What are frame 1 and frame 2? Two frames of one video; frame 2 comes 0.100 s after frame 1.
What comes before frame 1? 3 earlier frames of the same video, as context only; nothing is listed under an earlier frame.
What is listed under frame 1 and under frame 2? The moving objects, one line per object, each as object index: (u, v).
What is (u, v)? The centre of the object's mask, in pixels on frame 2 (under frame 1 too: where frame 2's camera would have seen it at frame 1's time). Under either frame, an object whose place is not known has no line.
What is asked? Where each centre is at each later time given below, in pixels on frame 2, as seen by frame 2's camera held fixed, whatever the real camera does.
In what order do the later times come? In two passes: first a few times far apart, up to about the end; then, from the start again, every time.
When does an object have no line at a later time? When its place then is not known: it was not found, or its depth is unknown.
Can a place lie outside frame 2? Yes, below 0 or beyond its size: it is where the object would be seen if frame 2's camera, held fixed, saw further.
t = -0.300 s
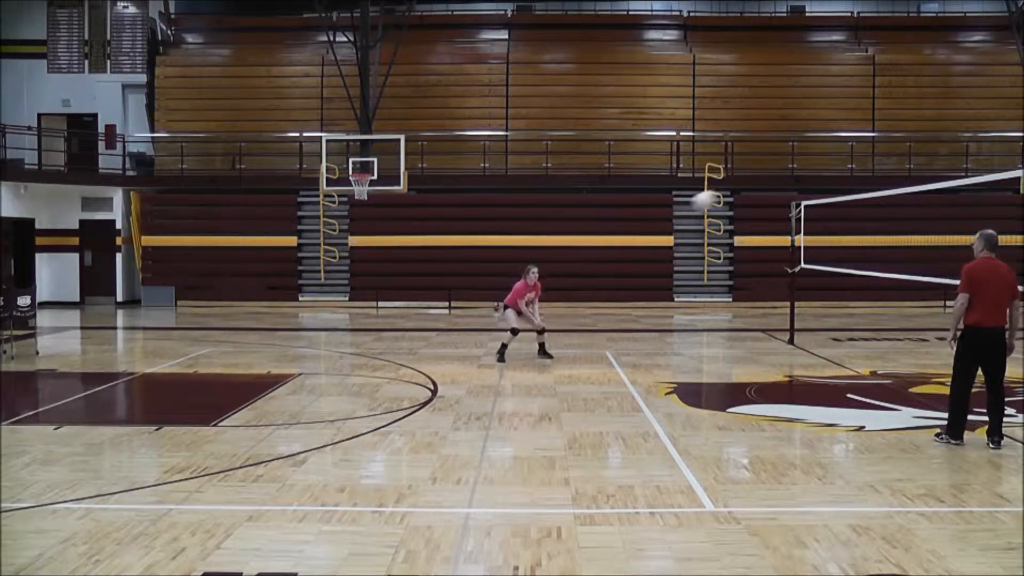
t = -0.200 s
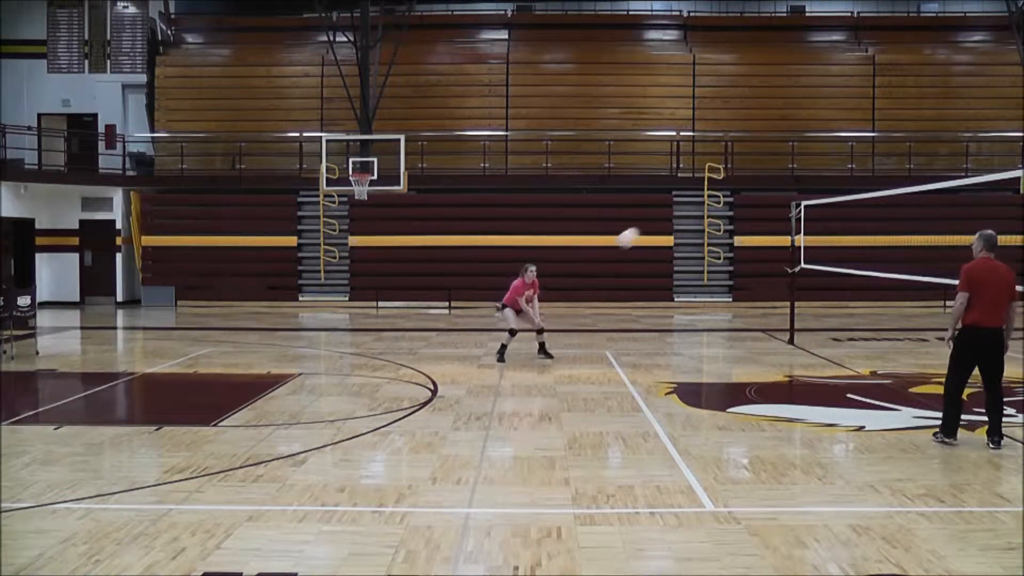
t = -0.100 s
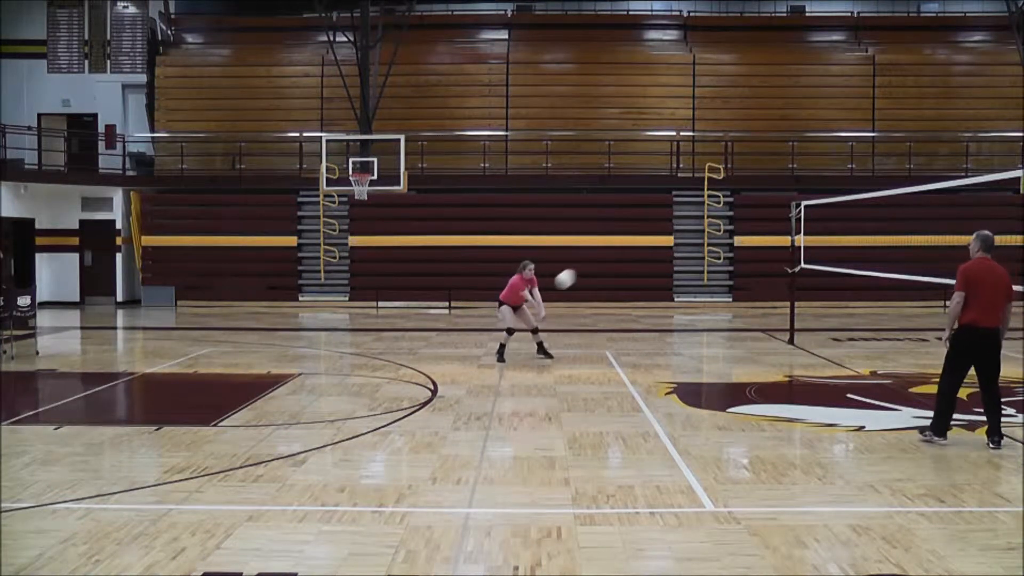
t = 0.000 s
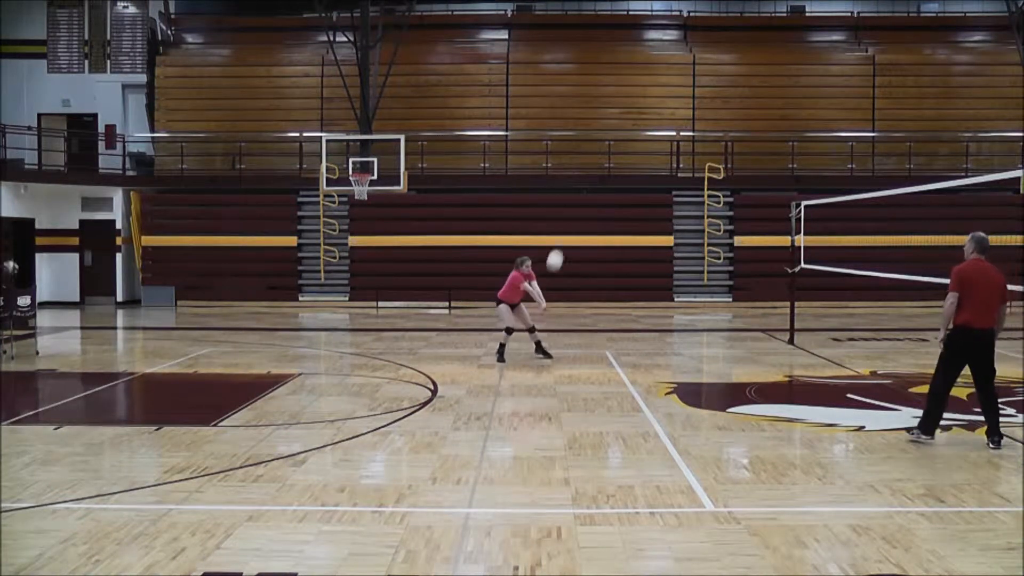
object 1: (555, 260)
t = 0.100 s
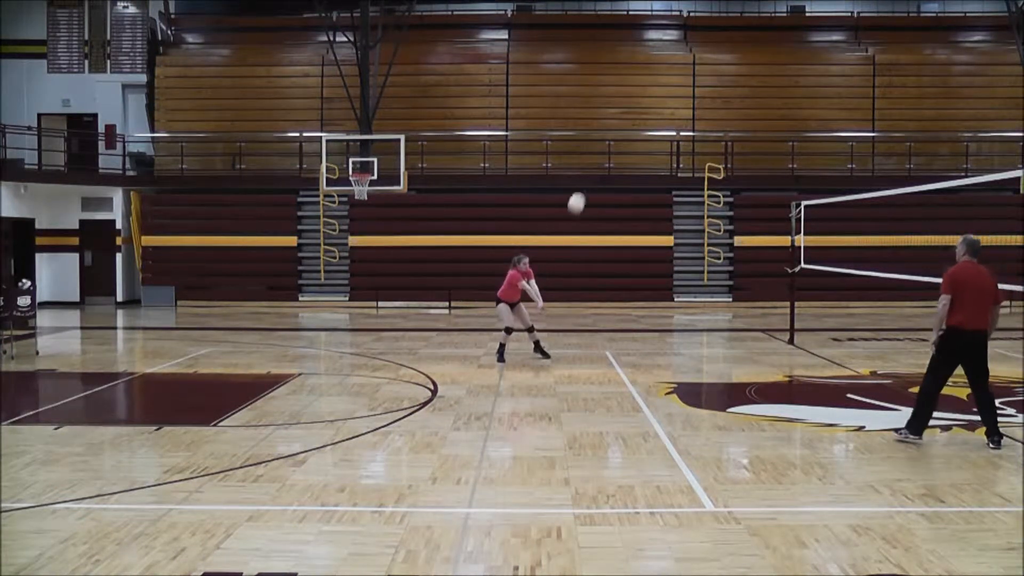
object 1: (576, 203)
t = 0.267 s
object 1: (614, 119)
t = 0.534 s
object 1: (680, 20)
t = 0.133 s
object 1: (584, 185)
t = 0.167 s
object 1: (591, 168)
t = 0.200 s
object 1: (599, 151)
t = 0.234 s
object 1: (606, 135)
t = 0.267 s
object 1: (614, 119)
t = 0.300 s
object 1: (623, 104)
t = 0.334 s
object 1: (630, 89)
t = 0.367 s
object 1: (639, 76)
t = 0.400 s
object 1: (647, 63)
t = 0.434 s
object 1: (655, 51)
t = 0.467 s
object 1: (663, 40)
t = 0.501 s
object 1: (672, 30)
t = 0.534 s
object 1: (680, 20)
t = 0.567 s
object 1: (689, 11)
